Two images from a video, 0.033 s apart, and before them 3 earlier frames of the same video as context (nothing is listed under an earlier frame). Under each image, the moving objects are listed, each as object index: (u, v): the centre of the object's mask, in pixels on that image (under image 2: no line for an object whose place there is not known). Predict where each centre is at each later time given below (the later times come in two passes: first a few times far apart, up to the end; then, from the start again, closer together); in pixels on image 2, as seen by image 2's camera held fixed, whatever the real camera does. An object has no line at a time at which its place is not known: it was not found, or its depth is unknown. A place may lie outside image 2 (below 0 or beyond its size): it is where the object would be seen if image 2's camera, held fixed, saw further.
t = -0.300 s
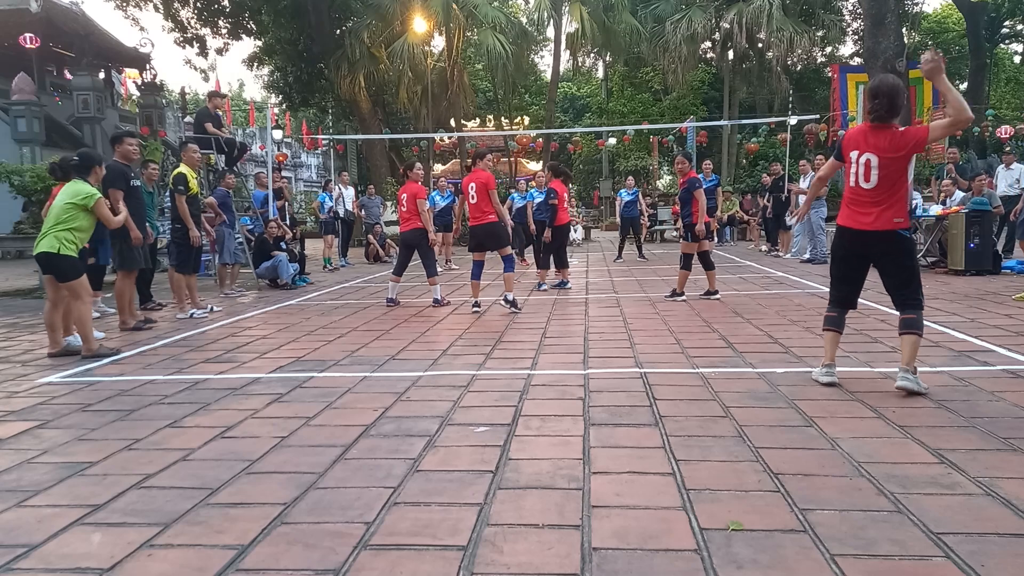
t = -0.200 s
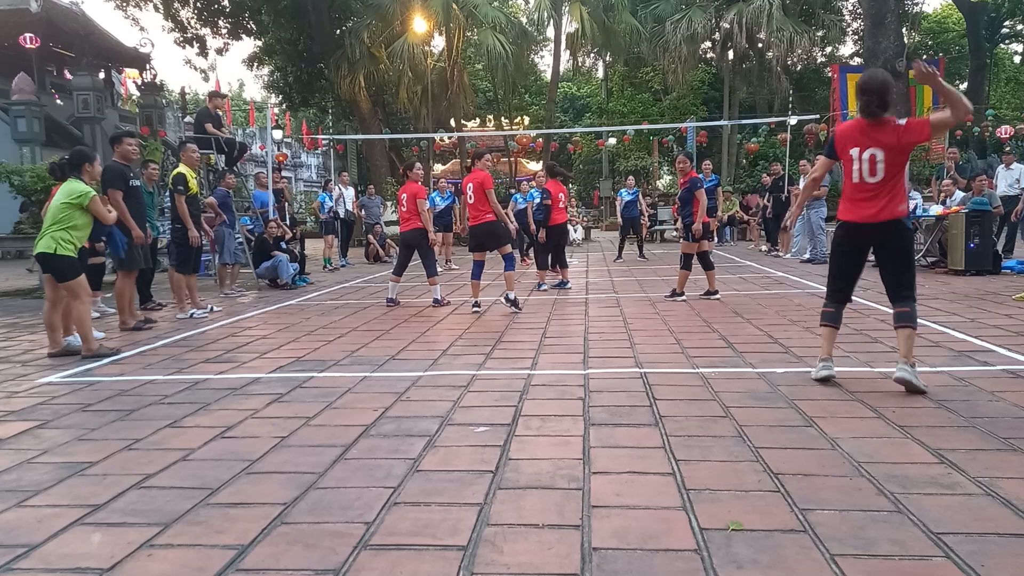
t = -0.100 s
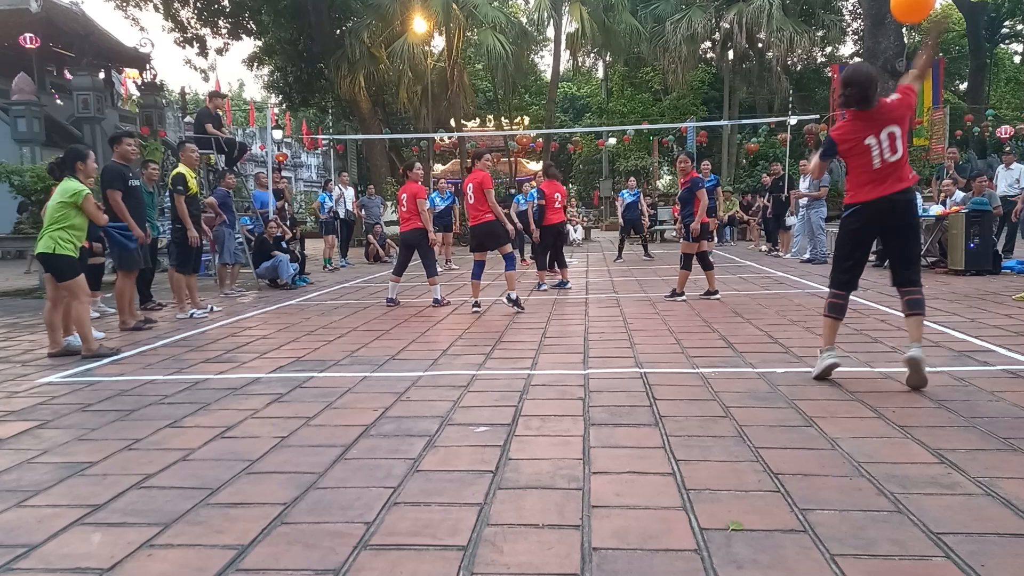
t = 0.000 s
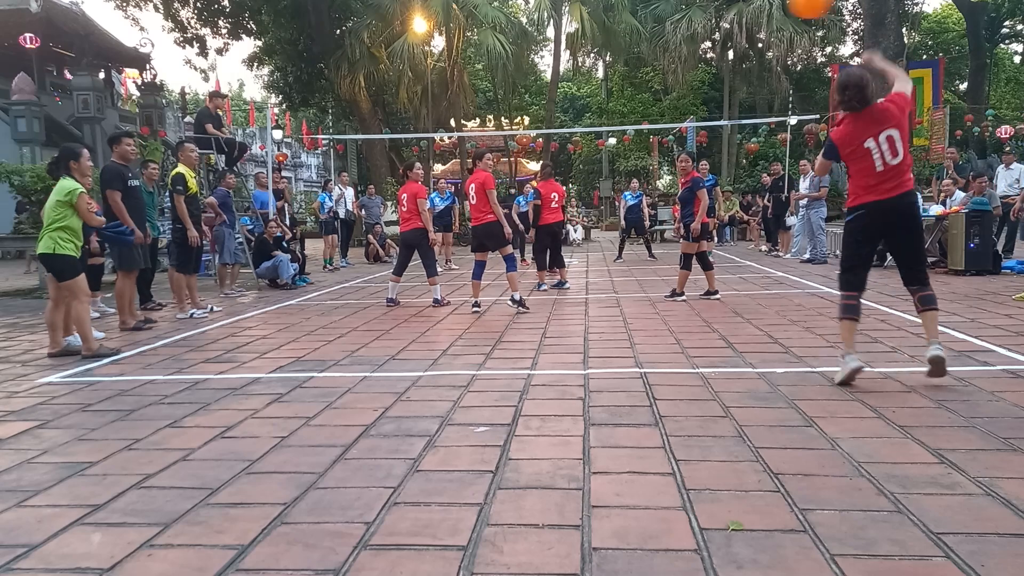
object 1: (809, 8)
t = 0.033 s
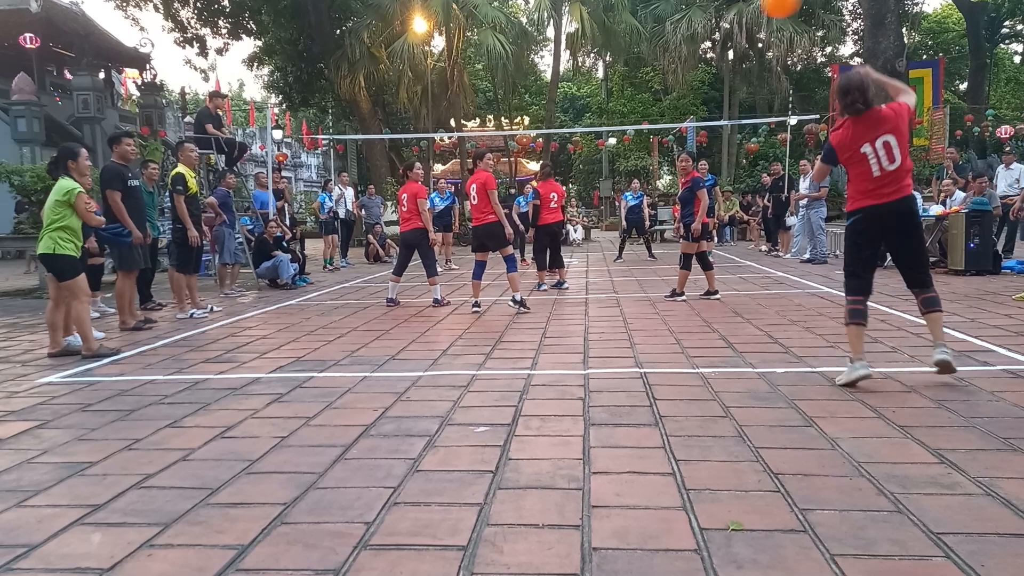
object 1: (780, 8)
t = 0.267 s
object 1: (661, 26)
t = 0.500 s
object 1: (612, 70)
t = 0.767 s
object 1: (584, 138)
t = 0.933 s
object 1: (574, 182)
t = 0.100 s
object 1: (732, 9)
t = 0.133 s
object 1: (714, 10)
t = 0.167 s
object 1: (698, 12)
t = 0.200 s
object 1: (684, 15)
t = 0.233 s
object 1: (671, 20)
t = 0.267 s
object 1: (661, 26)
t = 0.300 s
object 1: (652, 31)
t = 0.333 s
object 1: (644, 37)
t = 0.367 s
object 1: (636, 43)
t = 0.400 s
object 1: (629, 49)
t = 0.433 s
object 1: (623, 56)
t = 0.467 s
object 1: (617, 63)
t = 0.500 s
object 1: (612, 70)
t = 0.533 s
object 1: (607, 78)
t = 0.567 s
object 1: (603, 86)
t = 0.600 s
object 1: (599, 94)
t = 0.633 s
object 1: (595, 103)
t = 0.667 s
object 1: (592, 111)
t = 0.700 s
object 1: (589, 119)
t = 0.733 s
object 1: (587, 128)
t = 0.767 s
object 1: (584, 138)
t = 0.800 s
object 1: (582, 146)
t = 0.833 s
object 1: (580, 155)
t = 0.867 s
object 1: (578, 164)
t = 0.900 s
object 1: (576, 173)
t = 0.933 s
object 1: (574, 182)
